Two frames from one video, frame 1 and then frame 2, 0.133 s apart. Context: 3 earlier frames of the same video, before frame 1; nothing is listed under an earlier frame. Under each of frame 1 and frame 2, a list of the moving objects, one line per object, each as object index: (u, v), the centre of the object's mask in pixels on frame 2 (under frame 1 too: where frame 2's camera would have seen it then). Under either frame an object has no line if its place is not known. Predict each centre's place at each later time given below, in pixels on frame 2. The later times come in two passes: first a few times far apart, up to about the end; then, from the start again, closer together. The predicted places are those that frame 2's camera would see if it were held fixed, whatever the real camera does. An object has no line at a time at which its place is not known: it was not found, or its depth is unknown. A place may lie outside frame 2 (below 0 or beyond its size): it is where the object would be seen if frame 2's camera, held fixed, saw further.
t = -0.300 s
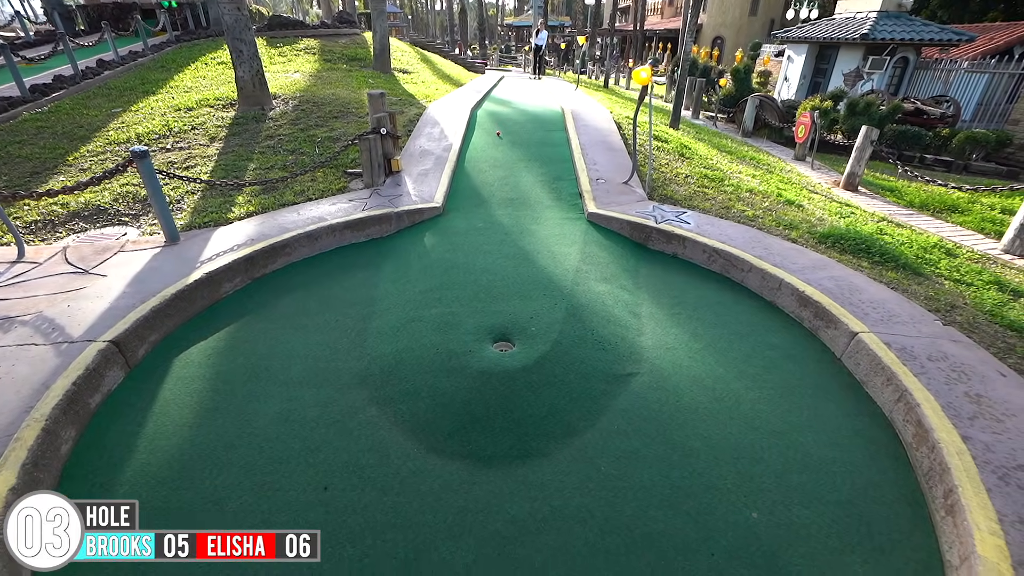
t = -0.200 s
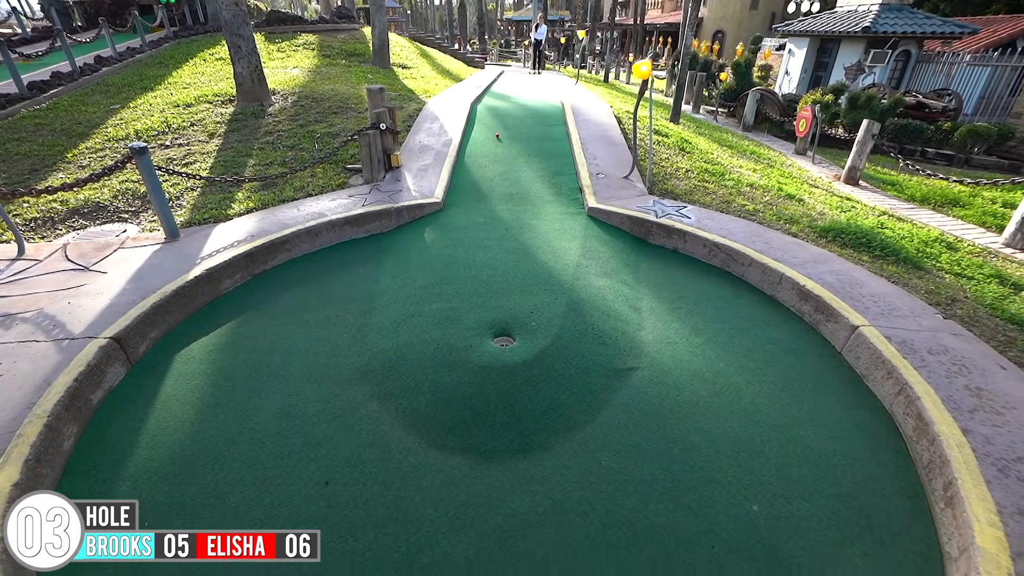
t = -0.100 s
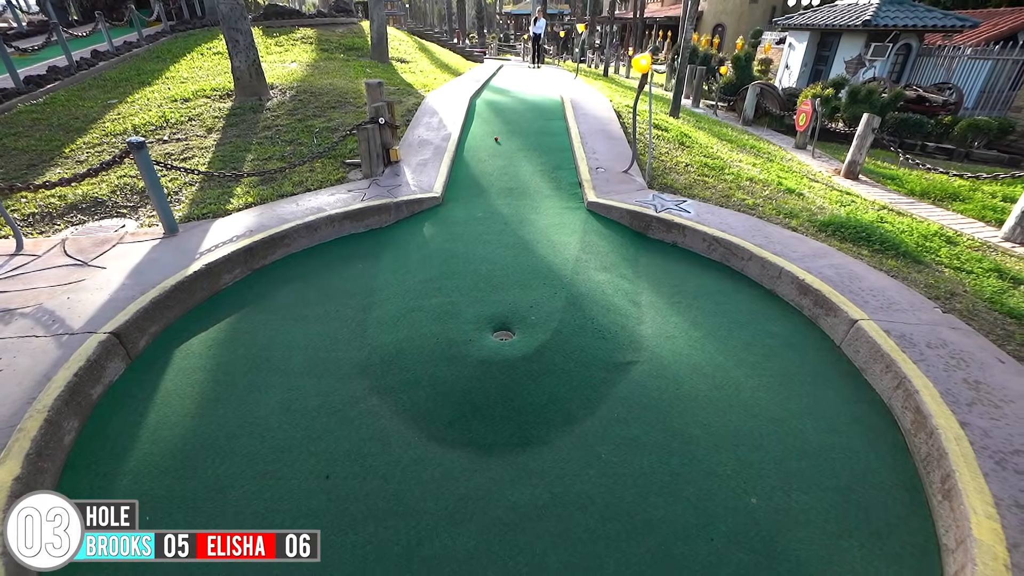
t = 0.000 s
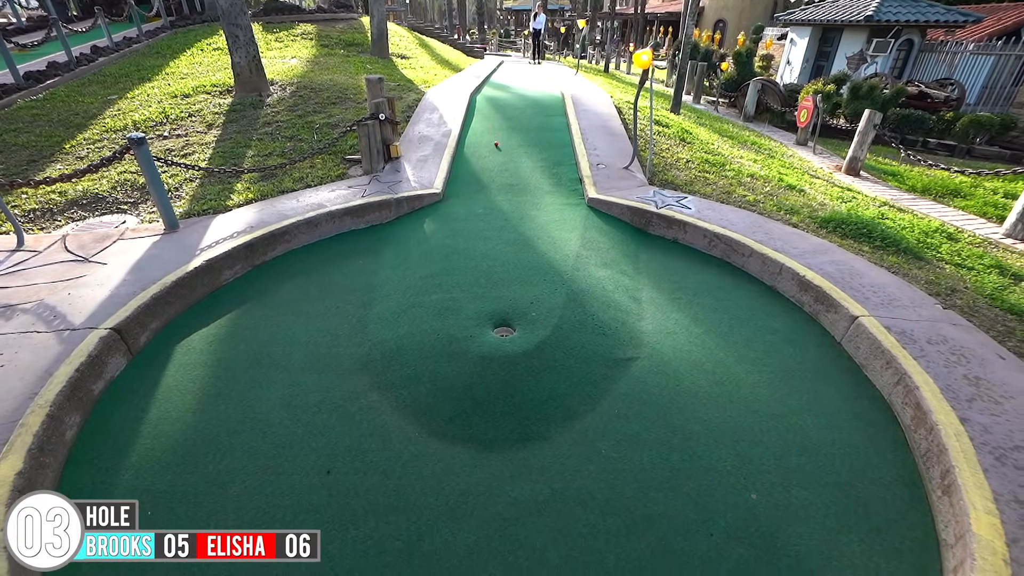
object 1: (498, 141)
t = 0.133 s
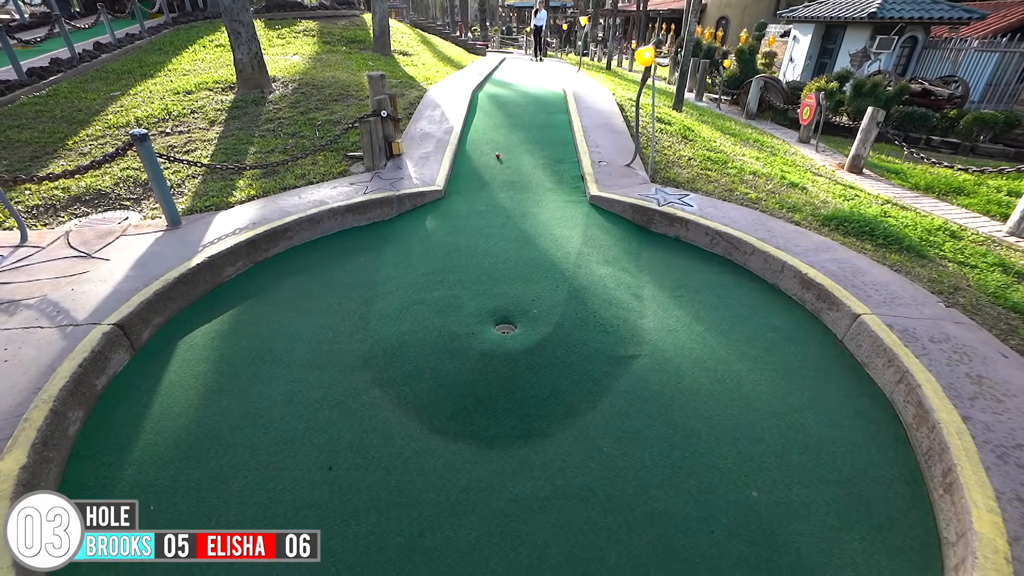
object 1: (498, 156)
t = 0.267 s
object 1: (497, 173)
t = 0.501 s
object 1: (498, 205)
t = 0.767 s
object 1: (499, 247)
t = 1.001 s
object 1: (502, 298)
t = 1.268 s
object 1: (546, 312)
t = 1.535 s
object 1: (615, 367)
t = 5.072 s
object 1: (644, 365)
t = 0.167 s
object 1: (498, 160)
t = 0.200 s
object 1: (497, 164)
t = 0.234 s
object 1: (497, 168)
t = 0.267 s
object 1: (497, 173)
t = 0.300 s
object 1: (498, 178)
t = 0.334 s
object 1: (498, 182)
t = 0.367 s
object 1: (498, 187)
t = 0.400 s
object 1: (498, 192)
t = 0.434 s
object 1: (498, 196)
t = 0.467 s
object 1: (498, 200)
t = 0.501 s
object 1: (498, 205)
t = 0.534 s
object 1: (498, 209)
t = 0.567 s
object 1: (498, 214)
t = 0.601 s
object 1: (498, 220)
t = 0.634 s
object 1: (498, 225)
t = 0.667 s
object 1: (499, 230)
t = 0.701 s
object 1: (499, 236)
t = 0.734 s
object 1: (499, 241)
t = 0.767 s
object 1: (499, 247)
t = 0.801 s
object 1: (499, 253)
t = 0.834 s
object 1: (499, 259)
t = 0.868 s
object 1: (500, 267)
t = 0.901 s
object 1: (500, 274)
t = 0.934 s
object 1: (501, 282)
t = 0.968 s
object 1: (501, 290)
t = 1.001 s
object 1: (502, 298)
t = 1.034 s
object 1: (502, 308)
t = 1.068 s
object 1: (502, 322)
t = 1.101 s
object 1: (506, 326)
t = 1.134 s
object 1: (514, 319)
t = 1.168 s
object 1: (522, 314)
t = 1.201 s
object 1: (531, 312)
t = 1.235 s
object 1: (538, 311)
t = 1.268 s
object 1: (546, 312)
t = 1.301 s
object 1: (554, 315)
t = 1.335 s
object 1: (562, 320)
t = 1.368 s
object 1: (569, 327)
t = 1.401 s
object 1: (578, 336)
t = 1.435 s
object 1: (585, 347)
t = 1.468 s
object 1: (594, 354)
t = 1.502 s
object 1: (604, 360)
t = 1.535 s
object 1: (615, 367)
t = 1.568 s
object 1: (626, 377)
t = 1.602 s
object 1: (637, 379)
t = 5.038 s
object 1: (644, 365)
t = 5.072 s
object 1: (644, 365)
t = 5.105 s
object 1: (643, 364)
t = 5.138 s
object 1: (643, 364)
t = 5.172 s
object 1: (643, 364)
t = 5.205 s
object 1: (642, 364)
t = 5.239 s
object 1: (642, 364)
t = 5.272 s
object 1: (641, 364)
